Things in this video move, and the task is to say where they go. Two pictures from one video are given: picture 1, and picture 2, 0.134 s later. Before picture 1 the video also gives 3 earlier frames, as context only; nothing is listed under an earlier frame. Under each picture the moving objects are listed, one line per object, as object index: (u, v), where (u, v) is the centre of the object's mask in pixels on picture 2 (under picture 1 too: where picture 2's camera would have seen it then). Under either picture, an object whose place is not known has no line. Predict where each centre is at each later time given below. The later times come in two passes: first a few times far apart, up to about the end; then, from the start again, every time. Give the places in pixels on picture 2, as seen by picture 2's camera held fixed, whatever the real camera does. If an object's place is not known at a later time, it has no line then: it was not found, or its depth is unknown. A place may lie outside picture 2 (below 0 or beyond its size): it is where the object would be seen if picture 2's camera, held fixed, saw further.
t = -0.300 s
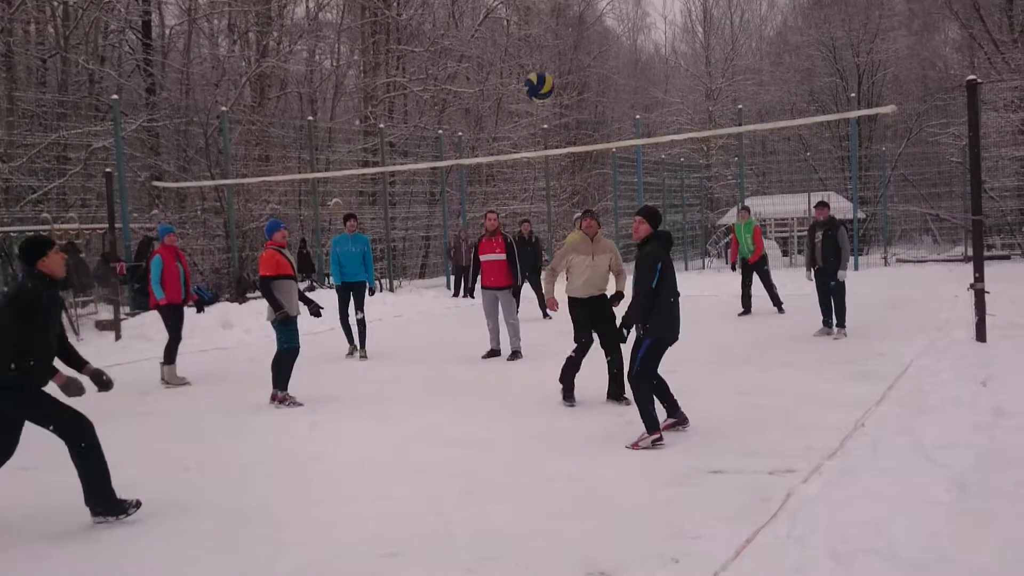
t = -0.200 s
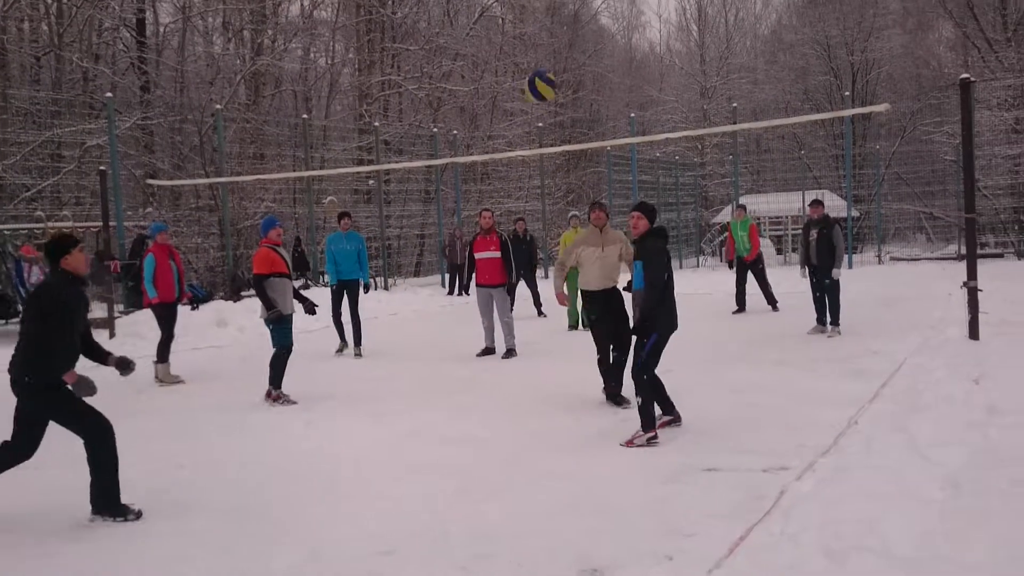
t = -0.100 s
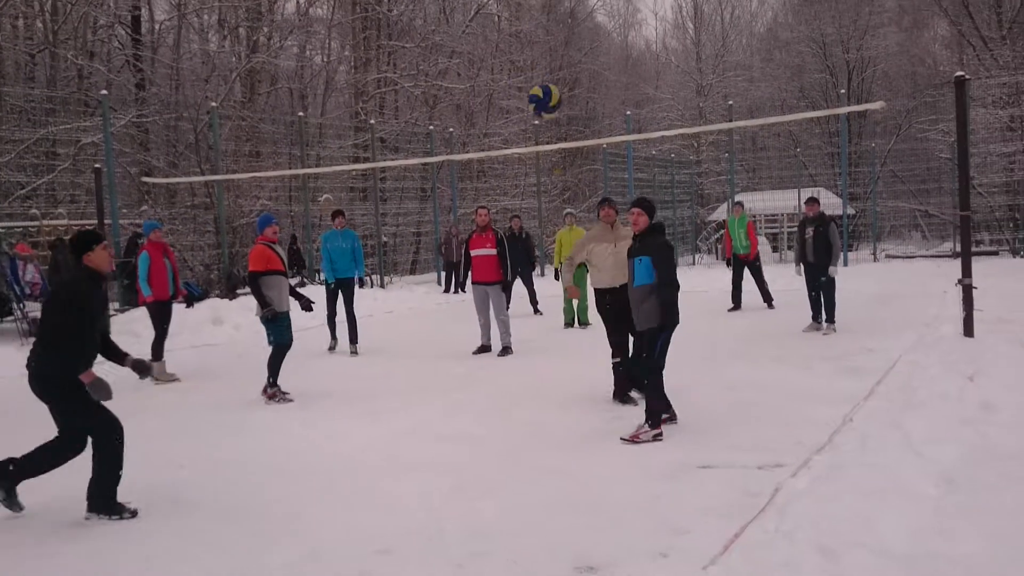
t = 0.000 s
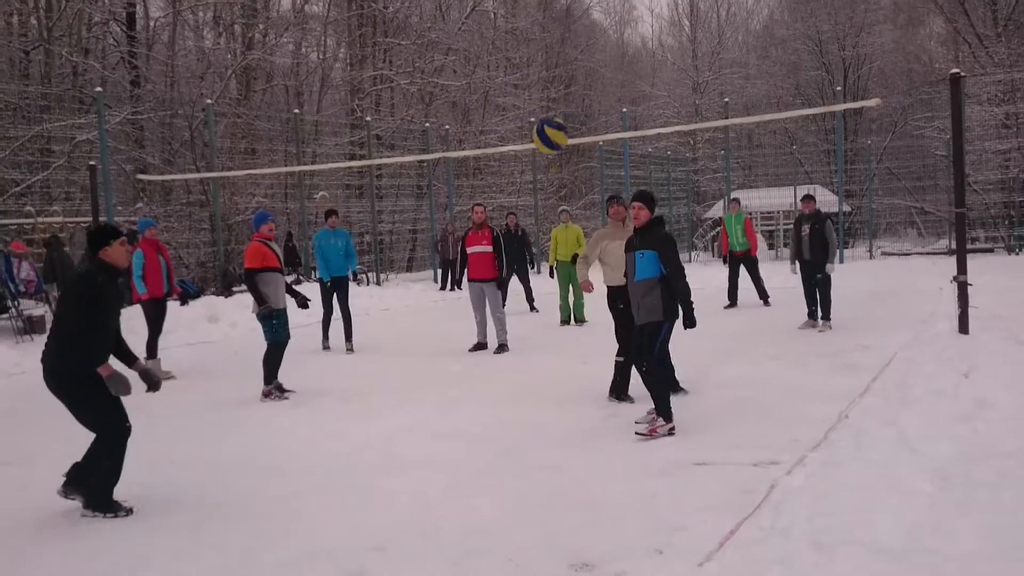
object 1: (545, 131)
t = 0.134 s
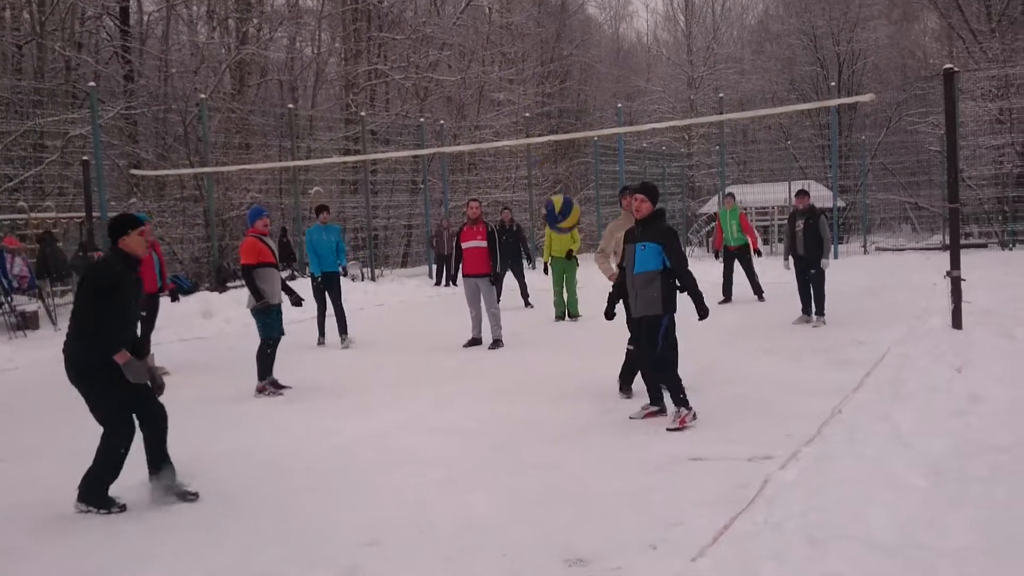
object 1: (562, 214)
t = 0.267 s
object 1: (580, 349)
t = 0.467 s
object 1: (621, 469)
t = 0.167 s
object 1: (566, 243)
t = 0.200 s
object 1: (570, 276)
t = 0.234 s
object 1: (576, 311)
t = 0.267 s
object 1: (580, 349)
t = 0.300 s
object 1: (586, 392)
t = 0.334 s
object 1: (592, 439)
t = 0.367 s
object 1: (598, 491)
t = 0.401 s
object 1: (605, 526)
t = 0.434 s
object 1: (613, 497)
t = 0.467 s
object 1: (621, 469)
